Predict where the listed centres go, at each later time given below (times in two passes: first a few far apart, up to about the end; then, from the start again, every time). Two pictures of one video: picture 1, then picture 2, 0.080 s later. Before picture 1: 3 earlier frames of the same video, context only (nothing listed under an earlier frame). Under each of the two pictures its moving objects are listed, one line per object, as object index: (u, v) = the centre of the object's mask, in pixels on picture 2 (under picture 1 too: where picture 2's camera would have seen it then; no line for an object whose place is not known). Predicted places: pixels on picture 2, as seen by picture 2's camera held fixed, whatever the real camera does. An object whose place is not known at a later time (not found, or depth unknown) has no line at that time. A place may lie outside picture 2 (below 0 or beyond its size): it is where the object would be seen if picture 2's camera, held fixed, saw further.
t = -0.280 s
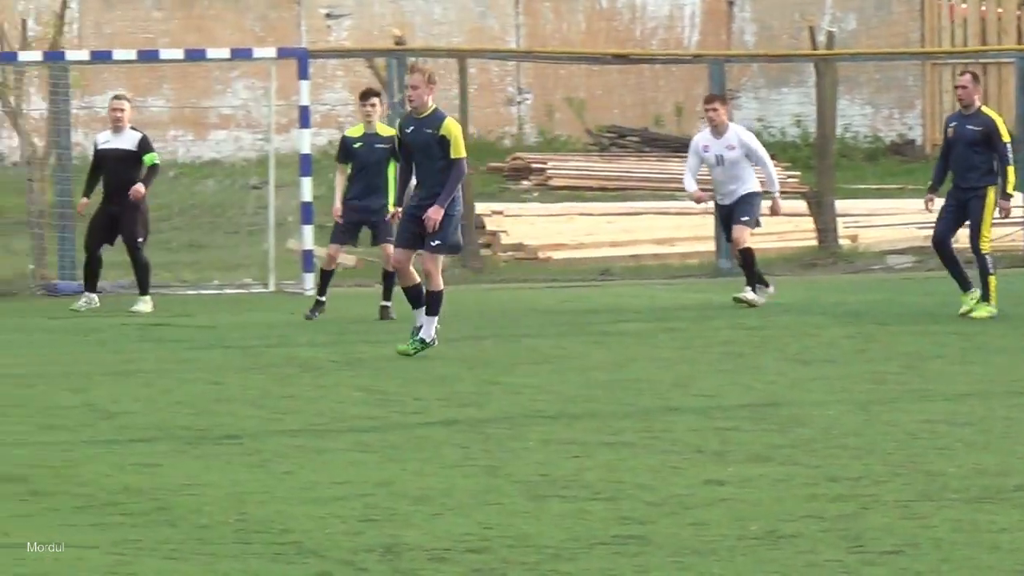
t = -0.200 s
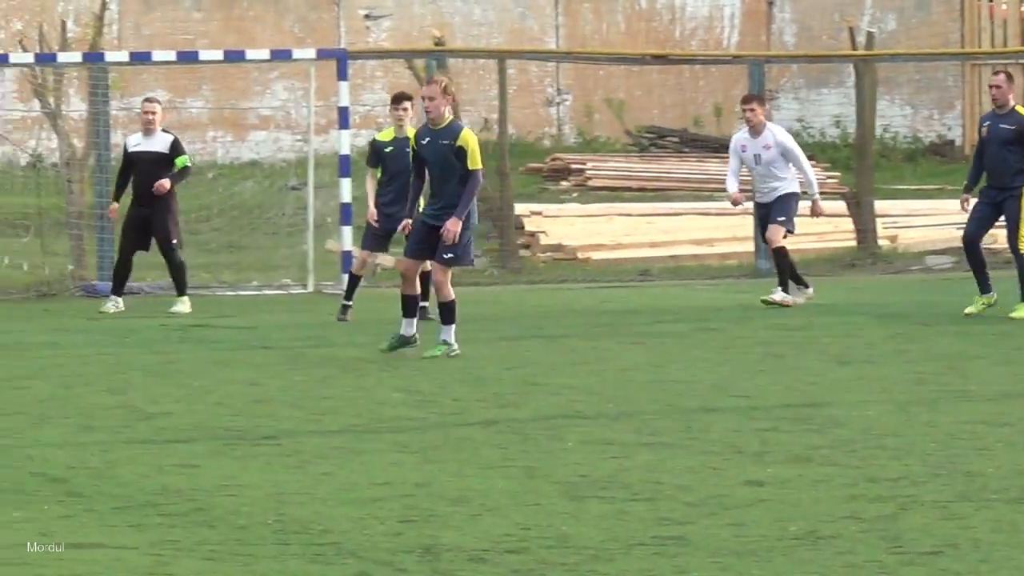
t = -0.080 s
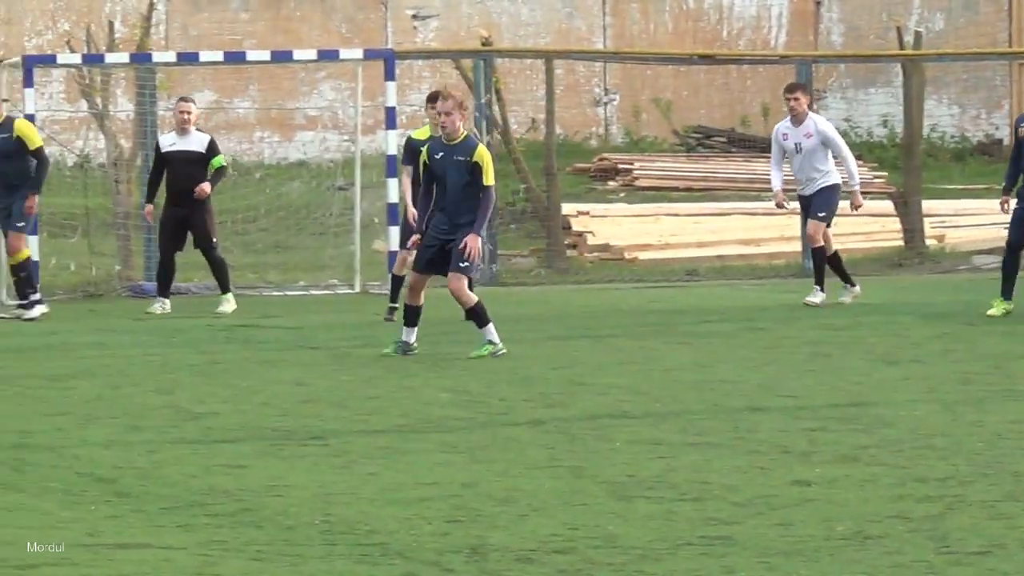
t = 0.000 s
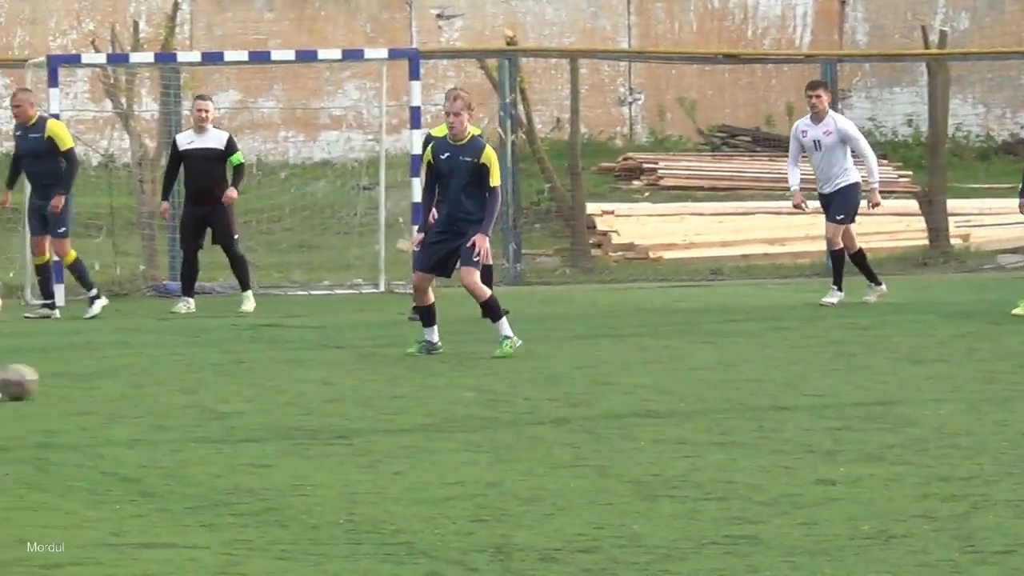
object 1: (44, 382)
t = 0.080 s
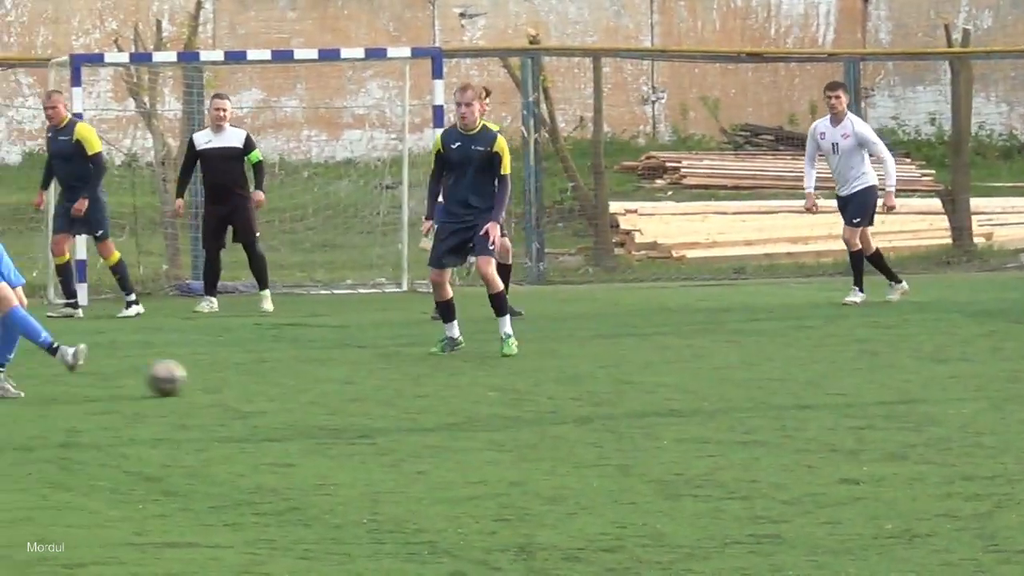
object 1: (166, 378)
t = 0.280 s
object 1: (451, 371)
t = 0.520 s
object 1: (739, 367)
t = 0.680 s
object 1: (897, 363)
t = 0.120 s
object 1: (227, 377)
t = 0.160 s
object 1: (285, 377)
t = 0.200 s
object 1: (343, 372)
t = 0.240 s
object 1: (397, 371)
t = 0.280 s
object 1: (451, 371)
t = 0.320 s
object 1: (503, 370)
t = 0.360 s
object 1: (554, 369)
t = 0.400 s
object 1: (604, 368)
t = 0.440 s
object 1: (651, 368)
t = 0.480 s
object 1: (696, 367)
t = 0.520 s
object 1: (739, 367)
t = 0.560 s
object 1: (782, 366)
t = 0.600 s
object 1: (821, 364)
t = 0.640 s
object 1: (859, 363)
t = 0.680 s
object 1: (897, 363)
